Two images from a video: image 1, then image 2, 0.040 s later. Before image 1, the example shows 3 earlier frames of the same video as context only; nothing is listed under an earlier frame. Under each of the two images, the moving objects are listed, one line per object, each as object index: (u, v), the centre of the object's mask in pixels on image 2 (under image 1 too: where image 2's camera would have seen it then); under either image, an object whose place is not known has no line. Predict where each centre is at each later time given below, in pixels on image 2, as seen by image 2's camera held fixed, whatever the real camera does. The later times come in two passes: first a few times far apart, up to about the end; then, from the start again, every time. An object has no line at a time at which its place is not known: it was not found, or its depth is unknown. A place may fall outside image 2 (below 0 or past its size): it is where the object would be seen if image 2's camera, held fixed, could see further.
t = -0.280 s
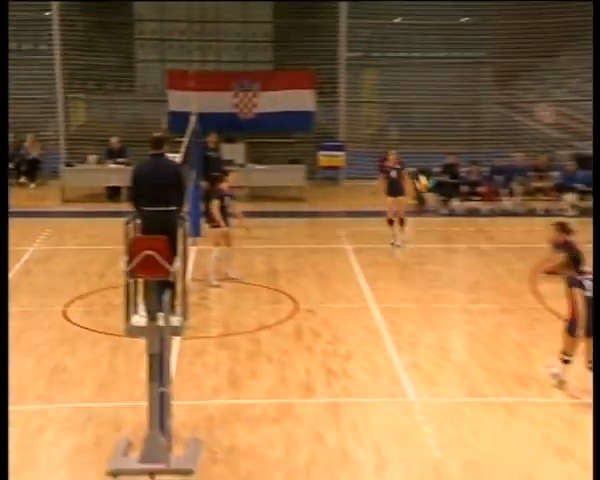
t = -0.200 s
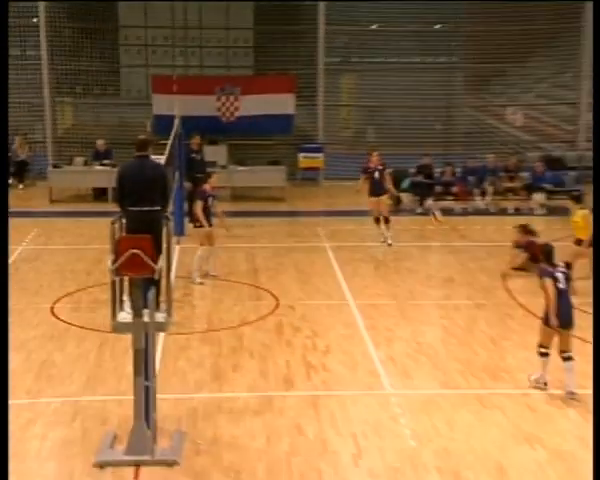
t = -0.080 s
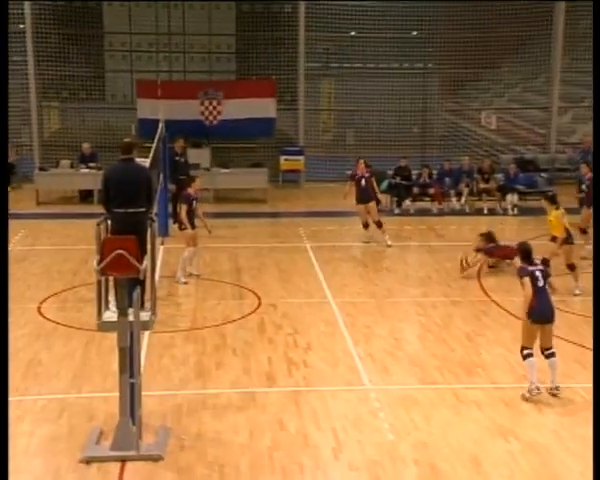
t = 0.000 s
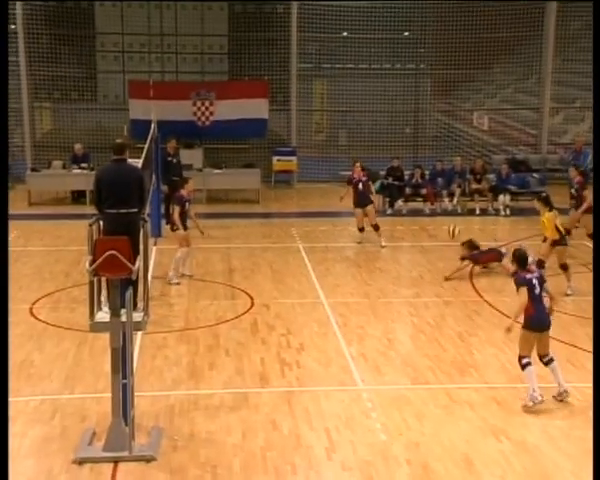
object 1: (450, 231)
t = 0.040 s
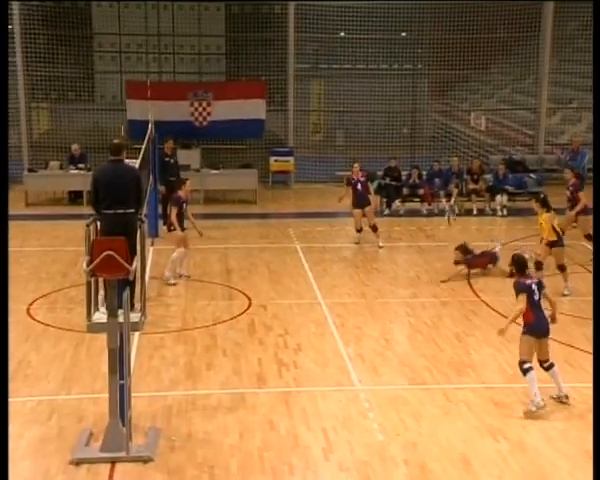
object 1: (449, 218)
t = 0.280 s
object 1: (448, 150)
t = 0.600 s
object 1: (449, 103)
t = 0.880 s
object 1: (448, 120)
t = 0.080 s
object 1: (448, 203)
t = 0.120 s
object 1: (450, 192)
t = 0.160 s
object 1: (449, 181)
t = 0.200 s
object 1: (448, 169)
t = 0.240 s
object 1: (448, 157)
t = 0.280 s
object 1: (448, 150)
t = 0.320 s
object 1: (447, 140)
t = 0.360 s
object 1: (448, 132)
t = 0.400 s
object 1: (448, 126)
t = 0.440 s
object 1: (448, 120)
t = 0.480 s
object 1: (448, 114)
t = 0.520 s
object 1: (449, 110)
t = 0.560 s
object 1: (449, 108)
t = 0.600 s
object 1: (449, 103)
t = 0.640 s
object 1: (449, 103)
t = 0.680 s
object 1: (449, 105)
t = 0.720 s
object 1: (449, 104)
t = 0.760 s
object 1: (449, 107)
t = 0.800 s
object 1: (449, 111)
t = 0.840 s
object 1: (448, 115)
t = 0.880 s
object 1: (448, 120)
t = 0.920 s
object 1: (448, 130)
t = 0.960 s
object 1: (447, 137)
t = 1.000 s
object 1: (448, 147)
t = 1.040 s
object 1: (448, 159)
